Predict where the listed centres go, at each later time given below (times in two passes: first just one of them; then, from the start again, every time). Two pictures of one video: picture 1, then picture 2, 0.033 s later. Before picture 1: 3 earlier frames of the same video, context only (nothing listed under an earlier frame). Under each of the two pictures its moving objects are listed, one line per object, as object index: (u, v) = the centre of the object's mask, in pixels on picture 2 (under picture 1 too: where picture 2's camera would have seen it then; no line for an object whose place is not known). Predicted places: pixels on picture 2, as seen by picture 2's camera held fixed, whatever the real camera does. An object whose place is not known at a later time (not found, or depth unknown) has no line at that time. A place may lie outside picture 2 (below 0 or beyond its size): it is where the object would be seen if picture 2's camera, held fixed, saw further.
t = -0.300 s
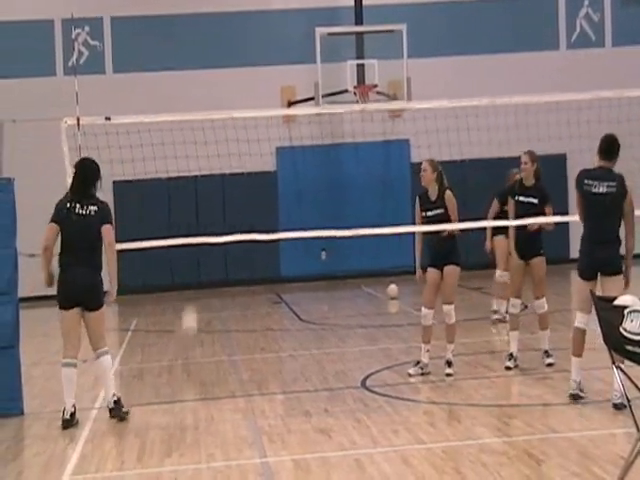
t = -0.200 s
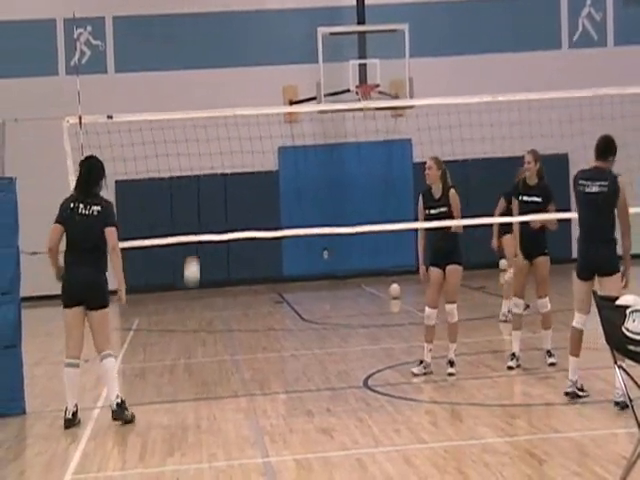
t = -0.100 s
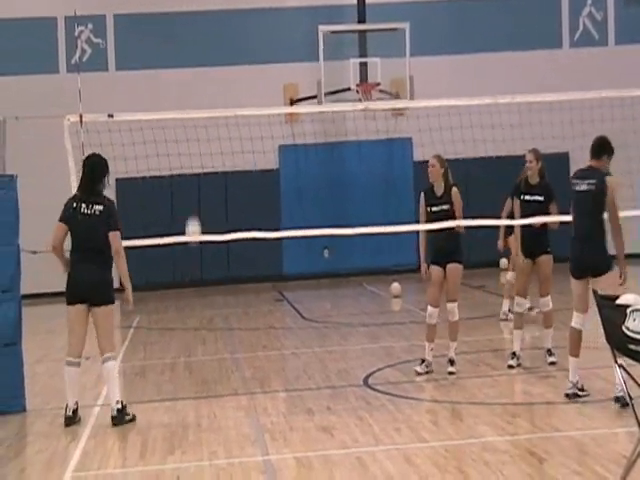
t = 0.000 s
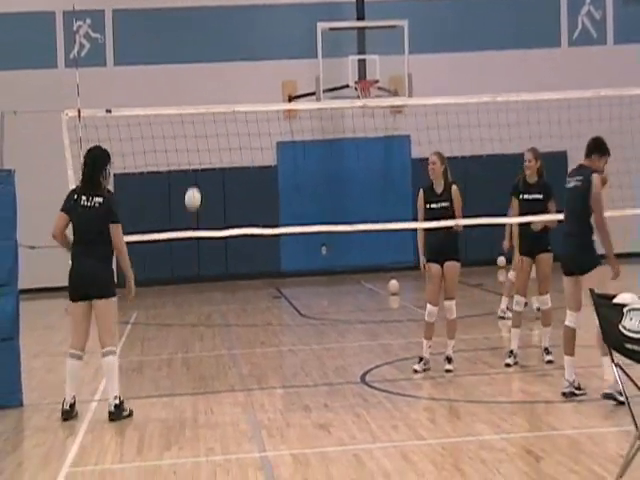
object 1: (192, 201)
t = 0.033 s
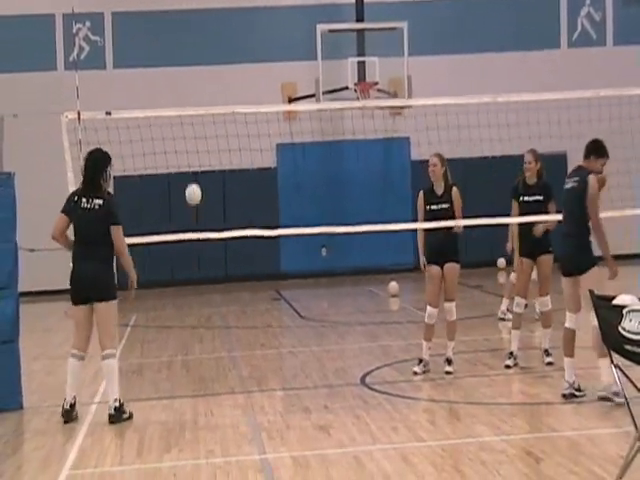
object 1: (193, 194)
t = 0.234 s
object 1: (198, 177)
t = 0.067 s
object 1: (193, 188)
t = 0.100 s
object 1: (194, 184)
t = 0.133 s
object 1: (195, 180)
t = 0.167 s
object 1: (196, 178)
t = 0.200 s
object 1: (197, 177)
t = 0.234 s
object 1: (198, 177)
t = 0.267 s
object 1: (199, 177)
